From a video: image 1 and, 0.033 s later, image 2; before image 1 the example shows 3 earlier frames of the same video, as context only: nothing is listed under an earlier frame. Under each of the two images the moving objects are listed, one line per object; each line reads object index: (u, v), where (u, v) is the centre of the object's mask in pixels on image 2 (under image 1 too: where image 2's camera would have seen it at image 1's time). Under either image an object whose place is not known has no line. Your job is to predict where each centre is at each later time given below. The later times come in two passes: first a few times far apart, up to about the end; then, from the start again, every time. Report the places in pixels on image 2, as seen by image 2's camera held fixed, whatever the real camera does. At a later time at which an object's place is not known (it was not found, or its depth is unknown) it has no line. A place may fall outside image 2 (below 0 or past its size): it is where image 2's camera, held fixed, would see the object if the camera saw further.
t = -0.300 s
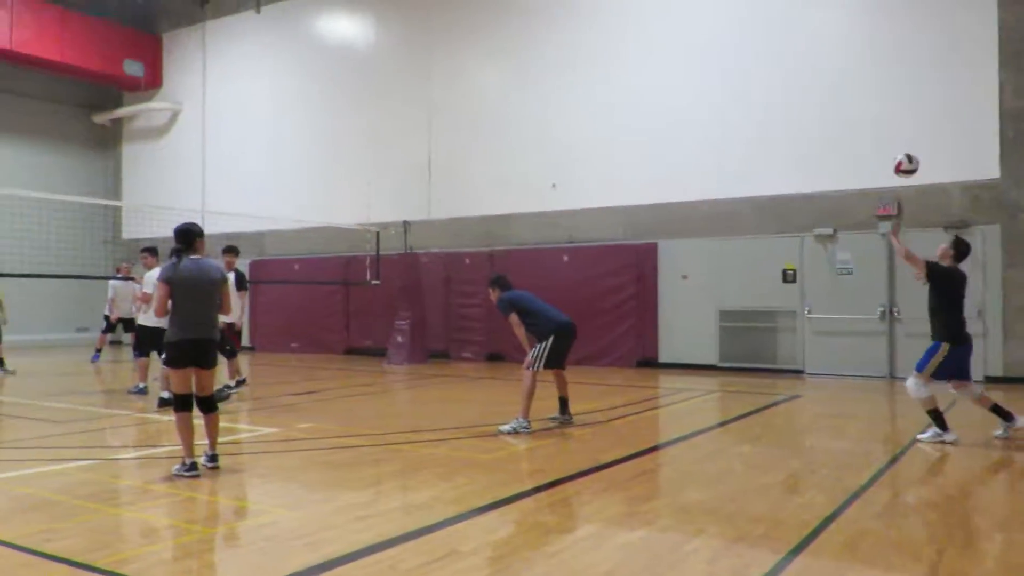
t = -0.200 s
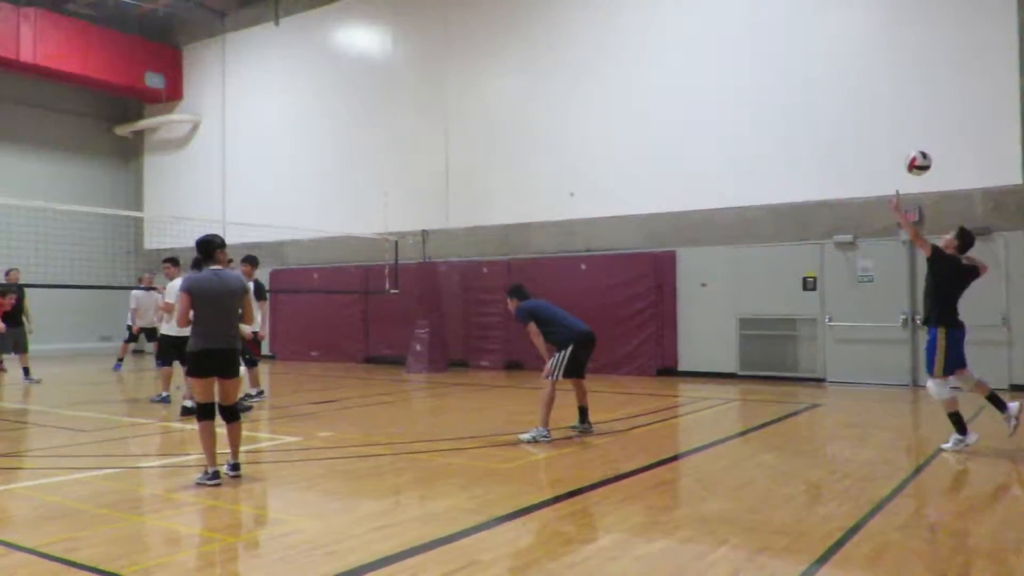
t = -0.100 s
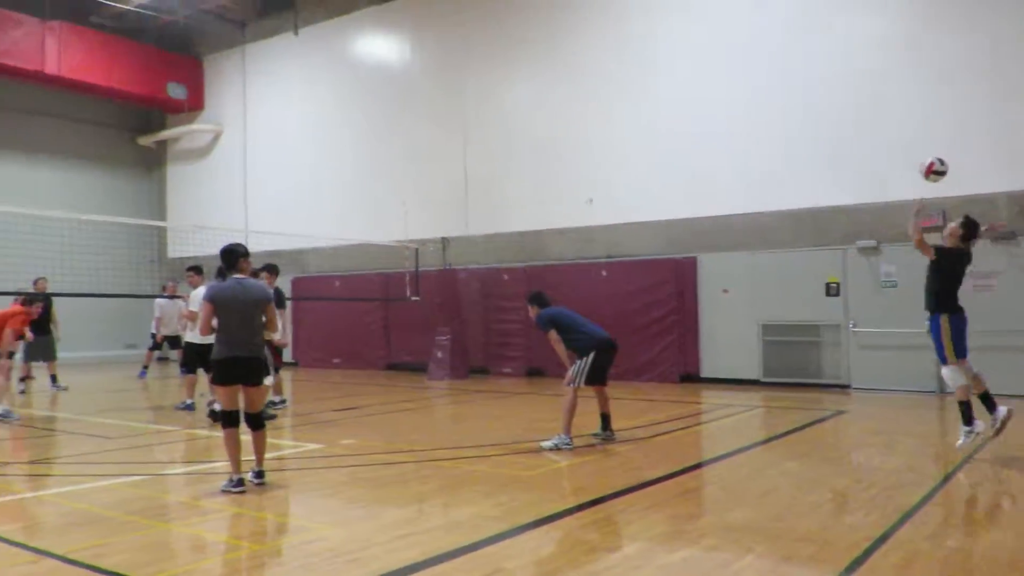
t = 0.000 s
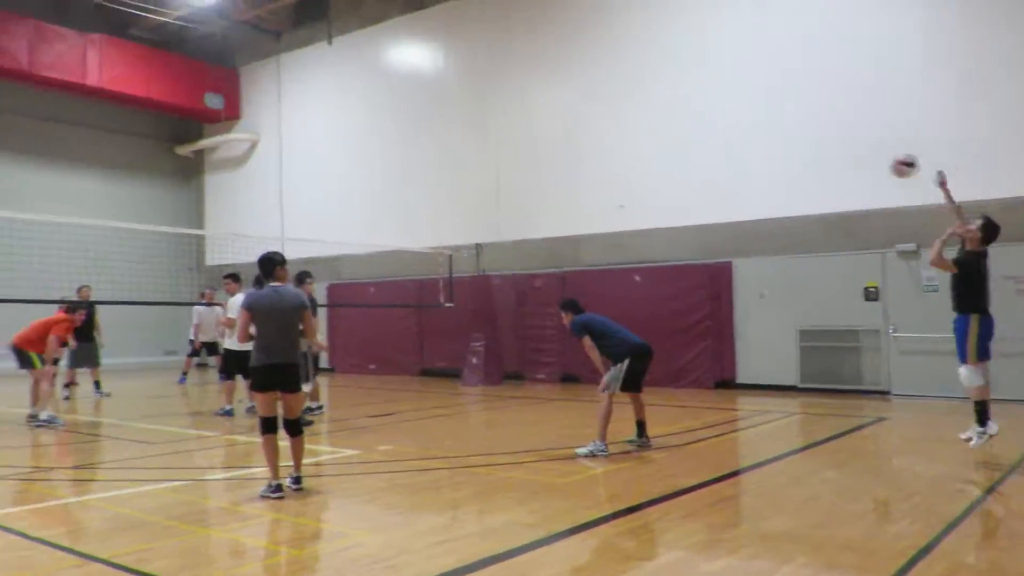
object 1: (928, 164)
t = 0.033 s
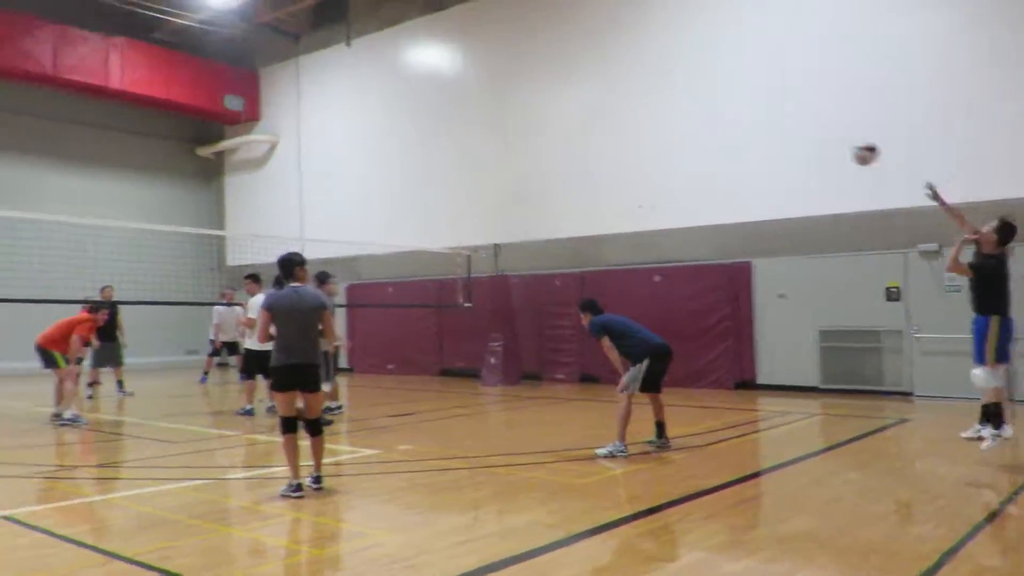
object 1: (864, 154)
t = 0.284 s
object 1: (520, 117)
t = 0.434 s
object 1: (373, 121)
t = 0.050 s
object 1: (834, 149)
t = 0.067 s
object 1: (807, 145)
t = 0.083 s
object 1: (780, 141)
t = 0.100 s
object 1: (755, 138)
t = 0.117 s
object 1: (730, 135)
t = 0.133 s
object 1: (706, 132)
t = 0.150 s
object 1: (682, 129)
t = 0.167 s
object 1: (660, 126)
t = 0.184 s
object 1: (638, 124)
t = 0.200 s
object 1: (616, 123)
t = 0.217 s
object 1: (595, 121)
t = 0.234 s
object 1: (576, 119)
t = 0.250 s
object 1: (556, 118)
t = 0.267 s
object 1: (537, 117)
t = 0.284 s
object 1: (520, 117)
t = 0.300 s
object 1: (502, 117)
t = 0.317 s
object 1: (484, 117)
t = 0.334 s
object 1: (467, 116)
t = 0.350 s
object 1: (450, 116)
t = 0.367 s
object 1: (434, 116)
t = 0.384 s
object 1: (418, 118)
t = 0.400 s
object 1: (403, 119)
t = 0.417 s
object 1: (388, 120)
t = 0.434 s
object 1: (373, 121)
